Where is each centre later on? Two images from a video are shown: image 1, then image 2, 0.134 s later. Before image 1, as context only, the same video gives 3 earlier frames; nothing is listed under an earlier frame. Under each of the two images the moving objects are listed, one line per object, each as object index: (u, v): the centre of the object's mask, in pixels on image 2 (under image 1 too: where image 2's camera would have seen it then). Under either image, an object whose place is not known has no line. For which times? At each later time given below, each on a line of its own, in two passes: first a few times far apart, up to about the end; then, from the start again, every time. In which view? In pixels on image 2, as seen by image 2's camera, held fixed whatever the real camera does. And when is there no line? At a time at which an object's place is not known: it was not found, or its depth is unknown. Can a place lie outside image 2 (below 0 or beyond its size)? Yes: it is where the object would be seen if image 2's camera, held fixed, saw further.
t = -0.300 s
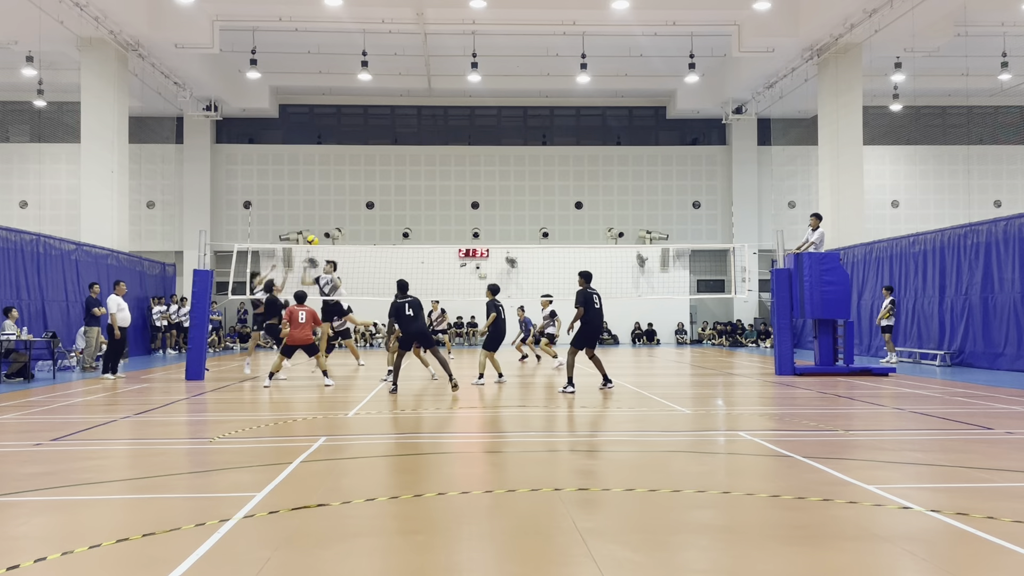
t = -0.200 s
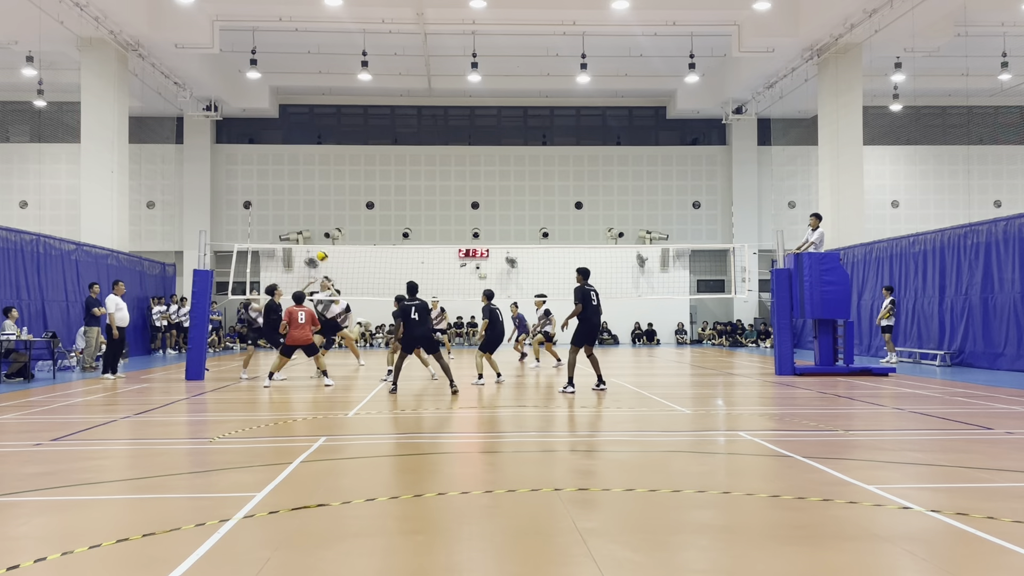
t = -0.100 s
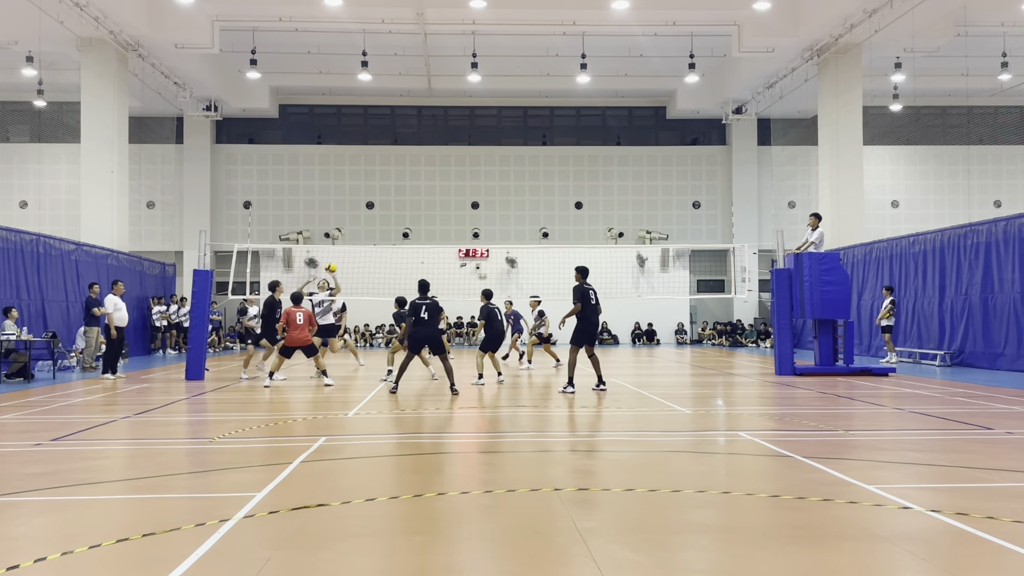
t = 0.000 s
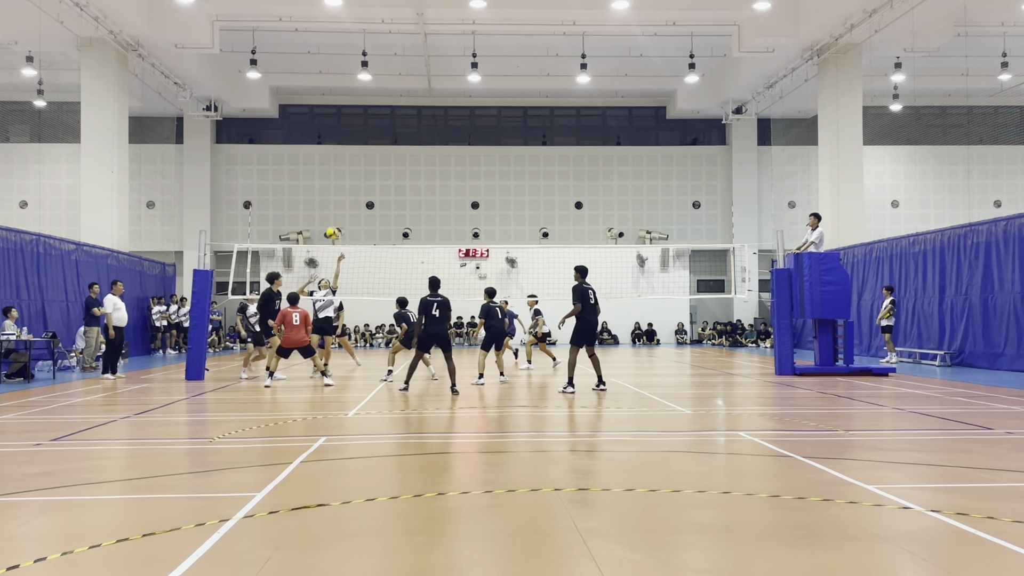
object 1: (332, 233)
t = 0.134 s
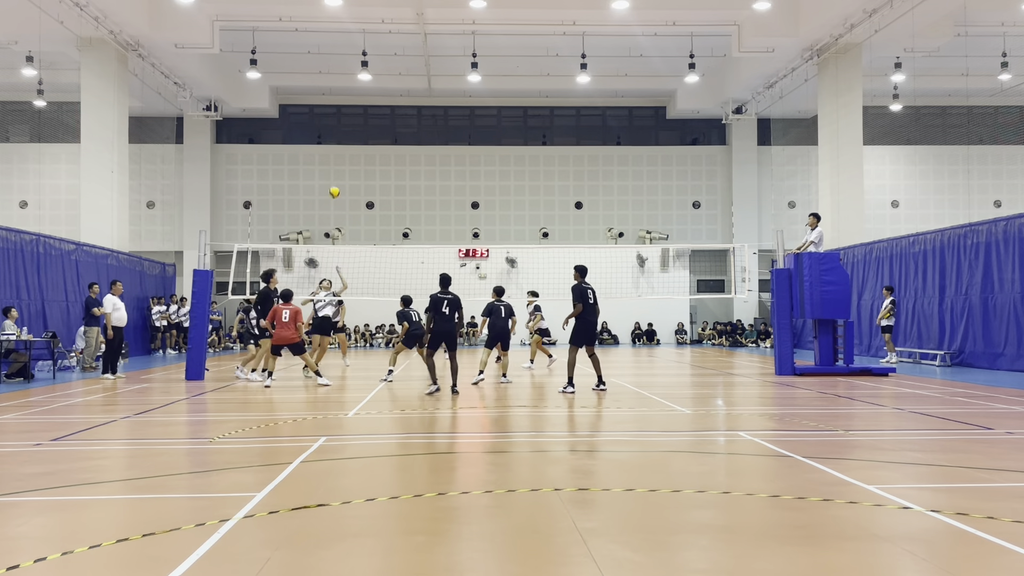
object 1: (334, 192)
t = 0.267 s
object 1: (336, 162)
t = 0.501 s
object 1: (338, 132)
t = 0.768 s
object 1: (341, 133)
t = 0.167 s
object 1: (335, 184)
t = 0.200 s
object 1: (335, 176)
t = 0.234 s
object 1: (335, 169)
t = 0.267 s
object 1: (336, 162)
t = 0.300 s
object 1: (336, 156)
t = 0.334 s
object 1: (337, 150)
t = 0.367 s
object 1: (337, 146)
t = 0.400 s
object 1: (337, 141)
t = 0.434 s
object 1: (338, 138)
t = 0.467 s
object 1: (338, 135)
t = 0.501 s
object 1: (338, 132)
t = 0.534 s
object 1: (339, 130)
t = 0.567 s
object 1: (339, 129)
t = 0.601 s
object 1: (339, 128)
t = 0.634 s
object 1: (340, 128)
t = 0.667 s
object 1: (340, 128)
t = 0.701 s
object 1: (341, 129)
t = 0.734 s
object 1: (341, 131)
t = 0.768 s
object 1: (341, 133)
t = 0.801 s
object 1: (342, 136)
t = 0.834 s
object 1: (342, 139)
